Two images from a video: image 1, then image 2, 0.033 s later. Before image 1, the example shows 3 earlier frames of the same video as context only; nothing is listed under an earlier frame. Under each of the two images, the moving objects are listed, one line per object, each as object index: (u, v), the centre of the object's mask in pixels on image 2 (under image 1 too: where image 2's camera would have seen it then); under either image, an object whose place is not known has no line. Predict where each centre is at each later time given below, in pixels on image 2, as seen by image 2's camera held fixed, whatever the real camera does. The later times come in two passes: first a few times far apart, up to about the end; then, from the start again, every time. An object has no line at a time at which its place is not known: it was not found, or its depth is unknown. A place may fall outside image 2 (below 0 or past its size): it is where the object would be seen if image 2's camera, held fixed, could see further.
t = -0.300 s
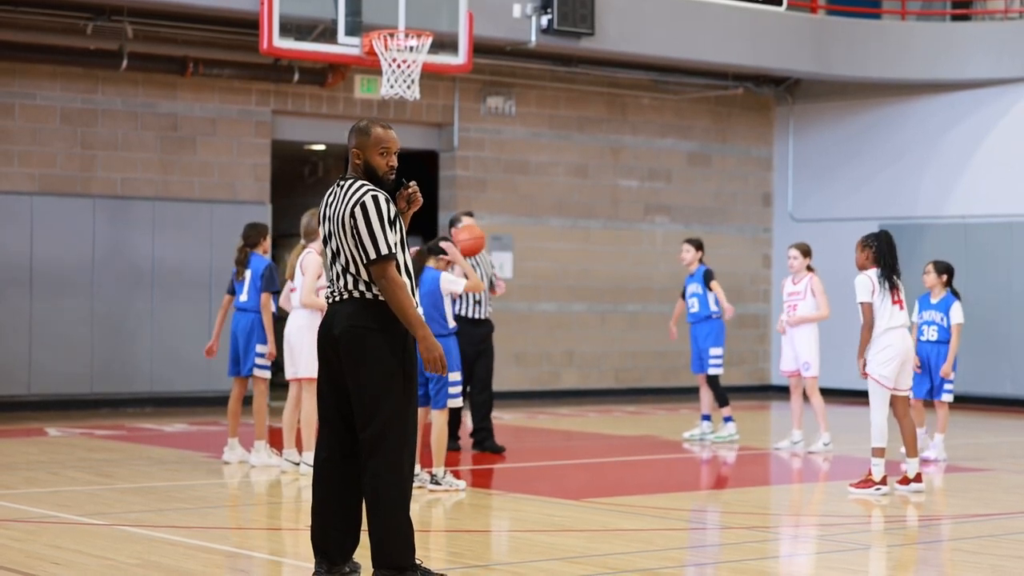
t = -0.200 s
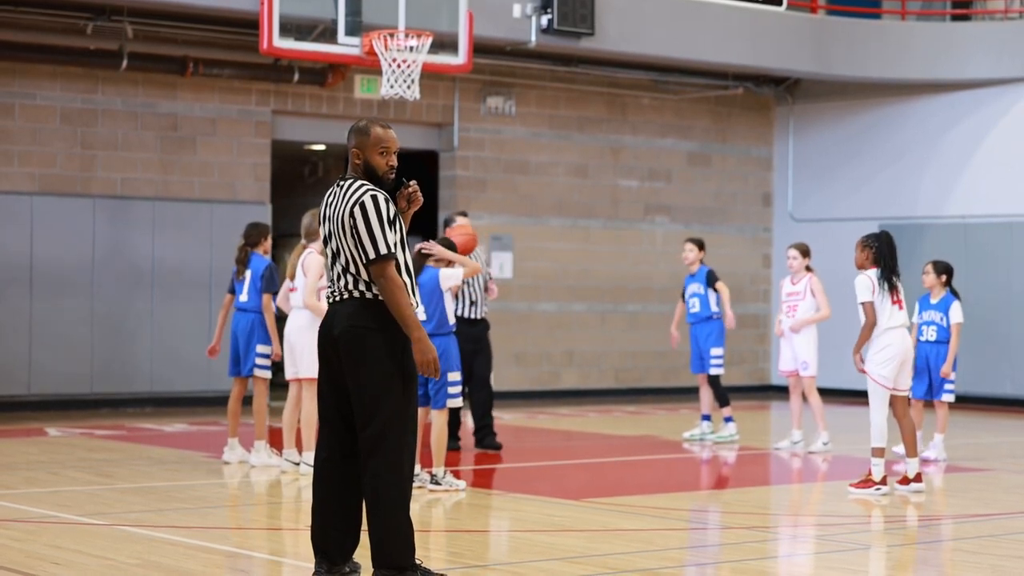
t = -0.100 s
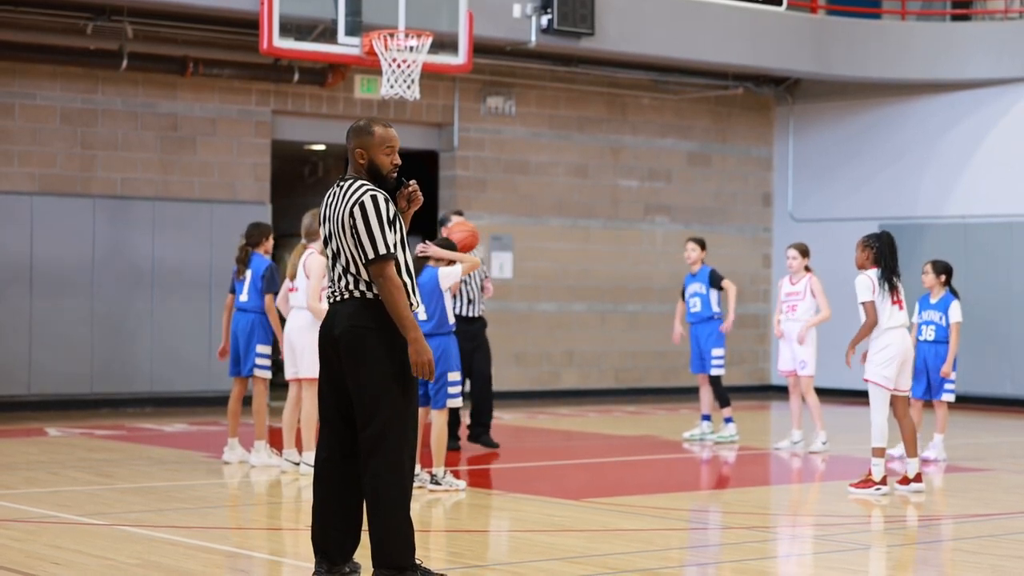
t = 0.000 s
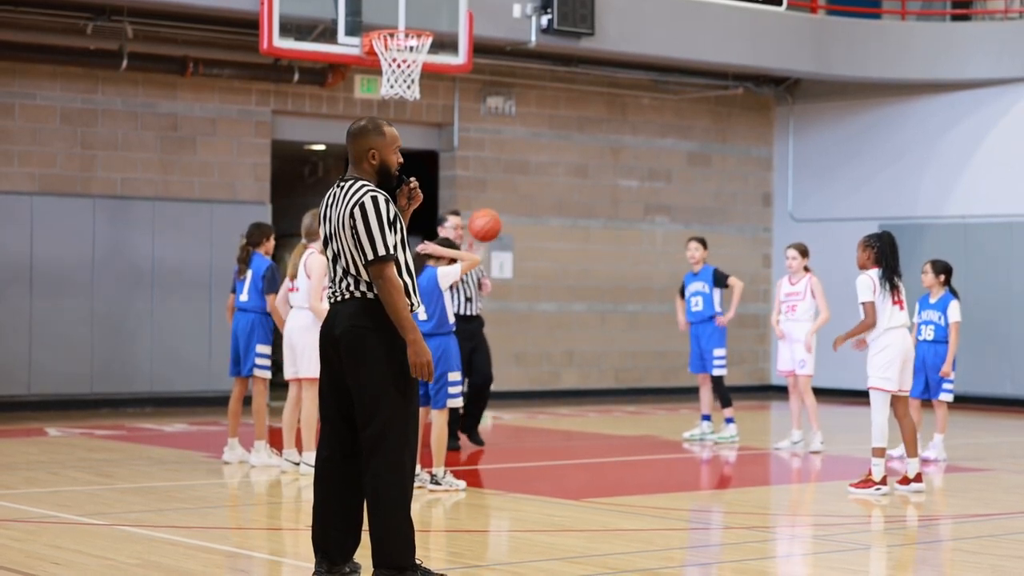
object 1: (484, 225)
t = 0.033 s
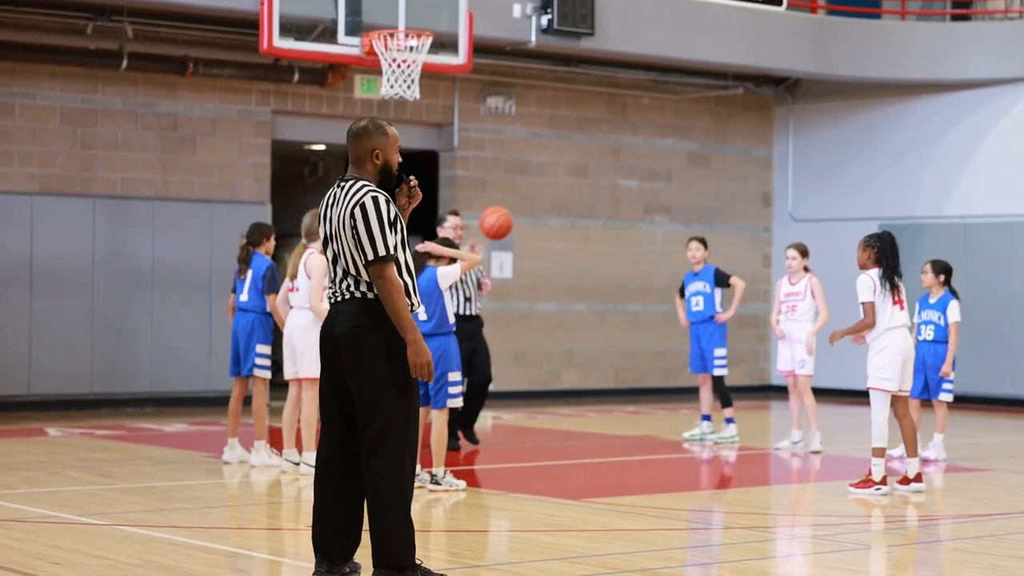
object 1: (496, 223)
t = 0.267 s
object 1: (576, 252)
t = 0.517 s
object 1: (668, 379)
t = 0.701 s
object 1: (720, 407)
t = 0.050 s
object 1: (502, 222)
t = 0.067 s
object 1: (507, 222)
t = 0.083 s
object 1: (513, 222)
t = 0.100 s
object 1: (518, 222)
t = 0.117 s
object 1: (524, 223)
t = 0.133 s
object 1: (530, 225)
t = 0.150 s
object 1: (536, 227)
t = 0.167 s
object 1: (541, 229)
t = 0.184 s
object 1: (547, 232)
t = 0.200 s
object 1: (553, 235)
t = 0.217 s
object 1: (558, 238)
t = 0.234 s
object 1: (564, 242)
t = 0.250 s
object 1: (570, 247)
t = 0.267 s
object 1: (576, 252)
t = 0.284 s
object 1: (582, 257)
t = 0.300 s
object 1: (588, 263)
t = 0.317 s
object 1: (594, 269)
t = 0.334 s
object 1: (600, 275)
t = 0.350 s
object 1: (606, 283)
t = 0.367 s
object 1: (612, 290)
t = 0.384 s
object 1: (619, 298)
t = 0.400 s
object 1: (624, 307)
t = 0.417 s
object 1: (631, 315)
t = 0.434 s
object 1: (637, 324)
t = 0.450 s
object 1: (643, 334)
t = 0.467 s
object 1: (649, 345)
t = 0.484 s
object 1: (655, 355)
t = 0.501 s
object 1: (661, 367)
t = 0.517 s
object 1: (668, 379)
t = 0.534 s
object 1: (674, 391)
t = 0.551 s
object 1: (680, 403)
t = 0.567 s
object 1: (685, 415)
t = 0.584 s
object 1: (692, 430)
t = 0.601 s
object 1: (699, 447)
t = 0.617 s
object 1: (705, 458)
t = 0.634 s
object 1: (707, 449)
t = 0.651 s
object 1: (711, 438)
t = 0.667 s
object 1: (714, 427)
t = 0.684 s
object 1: (717, 416)
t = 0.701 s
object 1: (720, 407)
